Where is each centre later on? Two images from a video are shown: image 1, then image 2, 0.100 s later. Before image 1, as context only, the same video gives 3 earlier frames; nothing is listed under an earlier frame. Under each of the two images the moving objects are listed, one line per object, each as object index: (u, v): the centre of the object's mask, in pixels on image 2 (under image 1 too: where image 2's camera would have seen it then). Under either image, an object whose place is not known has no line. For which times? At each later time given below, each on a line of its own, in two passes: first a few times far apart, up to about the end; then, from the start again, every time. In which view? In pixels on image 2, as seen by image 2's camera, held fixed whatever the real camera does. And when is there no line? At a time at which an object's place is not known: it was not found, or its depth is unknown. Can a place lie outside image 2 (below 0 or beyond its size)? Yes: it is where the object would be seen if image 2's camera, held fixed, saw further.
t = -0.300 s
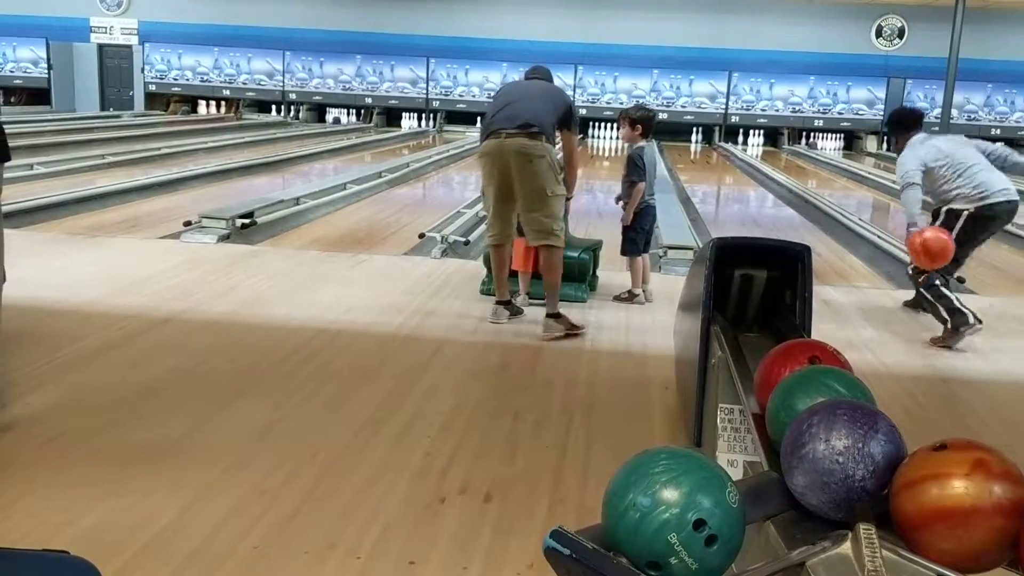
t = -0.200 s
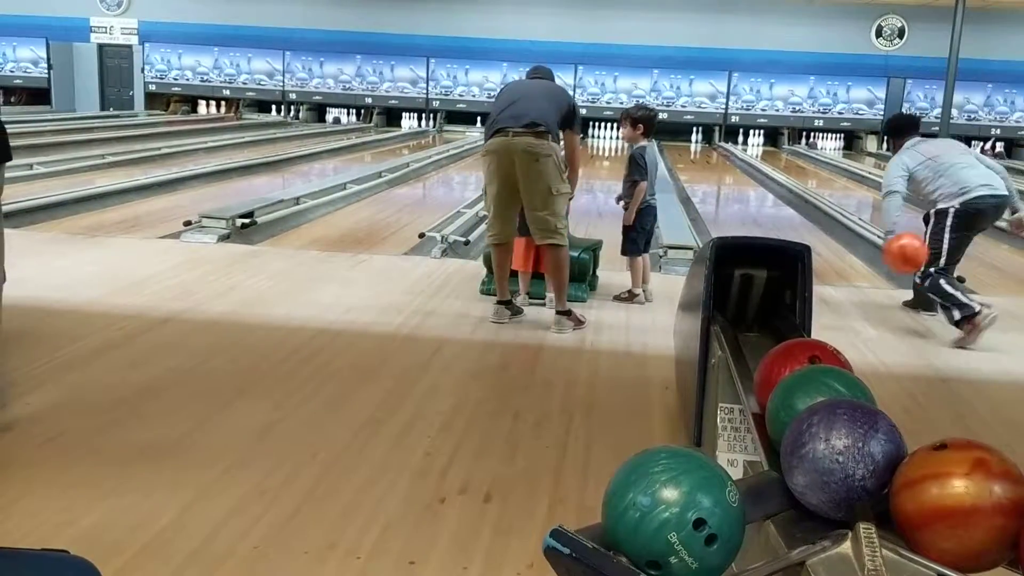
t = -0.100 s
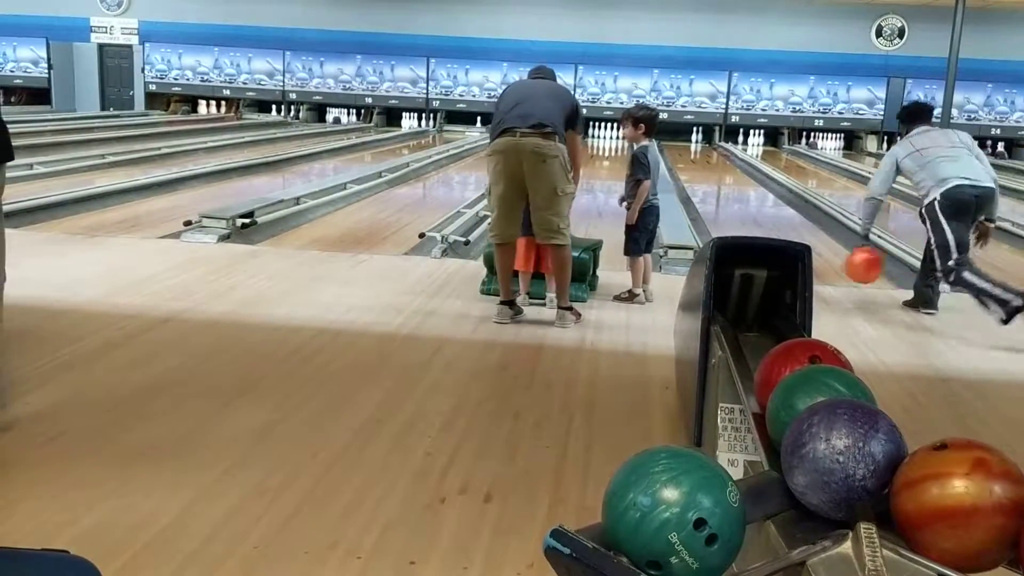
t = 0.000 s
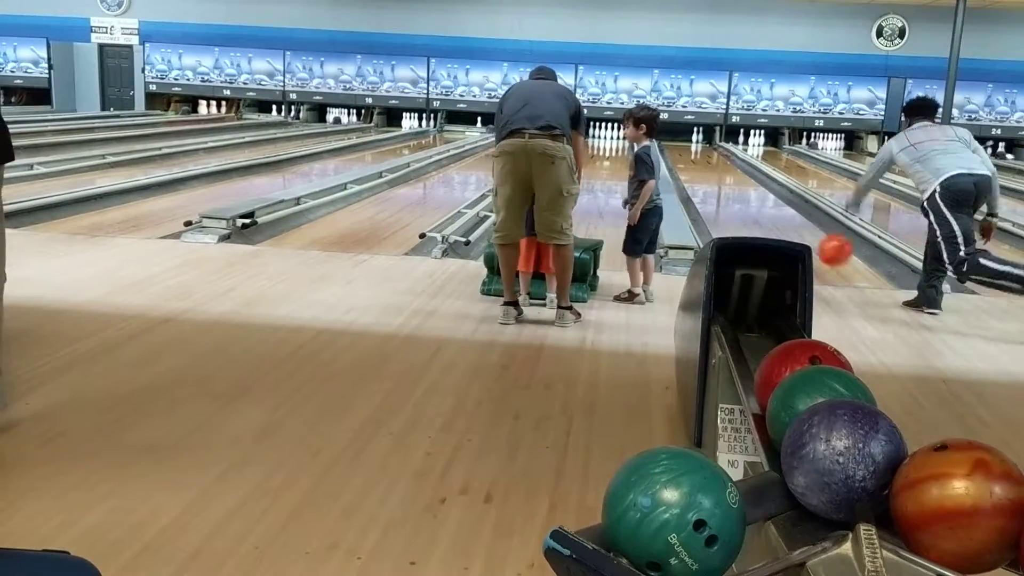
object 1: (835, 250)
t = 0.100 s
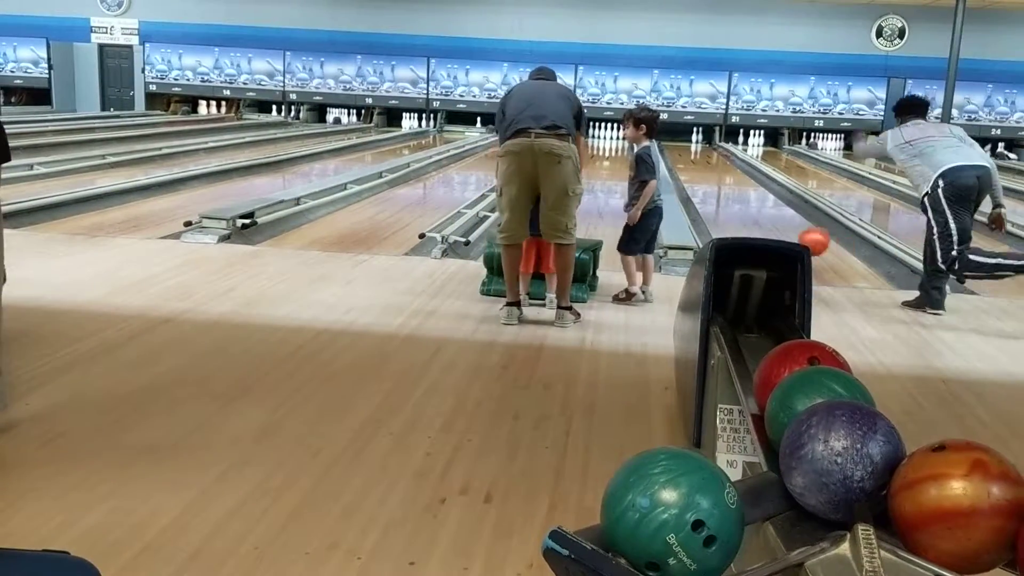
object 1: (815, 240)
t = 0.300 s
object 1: (783, 227)
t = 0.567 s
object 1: (757, 201)
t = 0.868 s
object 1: (736, 184)
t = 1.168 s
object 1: (724, 172)
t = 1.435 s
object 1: (714, 163)
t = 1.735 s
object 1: (707, 155)
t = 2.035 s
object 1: (701, 149)
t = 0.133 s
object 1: (810, 239)
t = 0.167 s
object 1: (804, 238)
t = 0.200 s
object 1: (798, 235)
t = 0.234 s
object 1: (792, 233)
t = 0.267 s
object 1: (787, 230)
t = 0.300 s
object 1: (783, 227)
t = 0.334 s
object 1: (779, 223)
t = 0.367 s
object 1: (775, 219)
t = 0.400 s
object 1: (772, 216)
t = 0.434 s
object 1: (768, 212)
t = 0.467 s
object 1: (765, 209)
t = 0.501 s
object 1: (762, 206)
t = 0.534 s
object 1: (759, 204)
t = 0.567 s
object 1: (757, 201)
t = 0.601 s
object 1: (754, 199)
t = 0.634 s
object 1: (751, 196)
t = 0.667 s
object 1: (749, 195)
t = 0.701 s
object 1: (747, 193)
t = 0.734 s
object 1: (744, 191)
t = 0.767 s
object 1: (742, 189)
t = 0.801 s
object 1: (740, 187)
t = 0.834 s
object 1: (738, 185)
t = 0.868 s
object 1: (736, 184)
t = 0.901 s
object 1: (734, 182)
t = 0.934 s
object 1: (733, 180)
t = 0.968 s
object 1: (732, 179)
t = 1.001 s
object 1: (730, 177)
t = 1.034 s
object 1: (728, 176)
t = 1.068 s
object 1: (727, 174)
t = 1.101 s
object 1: (726, 174)
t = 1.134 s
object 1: (725, 173)
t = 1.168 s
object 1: (724, 172)
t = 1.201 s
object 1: (723, 171)
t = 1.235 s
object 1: (723, 170)
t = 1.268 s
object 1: (721, 168)
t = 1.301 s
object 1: (720, 167)
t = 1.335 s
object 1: (717, 165)
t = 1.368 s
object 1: (716, 164)
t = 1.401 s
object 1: (715, 163)
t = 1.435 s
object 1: (714, 163)
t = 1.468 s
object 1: (713, 161)
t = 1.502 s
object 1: (712, 160)
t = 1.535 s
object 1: (711, 159)
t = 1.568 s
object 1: (710, 158)
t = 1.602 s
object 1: (709, 158)
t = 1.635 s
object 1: (708, 157)
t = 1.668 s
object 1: (707, 156)
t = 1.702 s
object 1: (707, 155)
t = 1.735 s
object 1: (707, 155)
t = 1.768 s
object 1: (706, 154)
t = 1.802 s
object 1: (703, 152)
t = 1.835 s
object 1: (703, 152)
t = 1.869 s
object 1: (703, 151)
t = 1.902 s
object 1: (702, 150)
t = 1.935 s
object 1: (702, 150)
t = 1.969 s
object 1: (702, 150)
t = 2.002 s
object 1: (702, 149)
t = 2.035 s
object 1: (701, 149)
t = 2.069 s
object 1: (701, 149)
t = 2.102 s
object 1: (700, 148)
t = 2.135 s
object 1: (700, 148)
